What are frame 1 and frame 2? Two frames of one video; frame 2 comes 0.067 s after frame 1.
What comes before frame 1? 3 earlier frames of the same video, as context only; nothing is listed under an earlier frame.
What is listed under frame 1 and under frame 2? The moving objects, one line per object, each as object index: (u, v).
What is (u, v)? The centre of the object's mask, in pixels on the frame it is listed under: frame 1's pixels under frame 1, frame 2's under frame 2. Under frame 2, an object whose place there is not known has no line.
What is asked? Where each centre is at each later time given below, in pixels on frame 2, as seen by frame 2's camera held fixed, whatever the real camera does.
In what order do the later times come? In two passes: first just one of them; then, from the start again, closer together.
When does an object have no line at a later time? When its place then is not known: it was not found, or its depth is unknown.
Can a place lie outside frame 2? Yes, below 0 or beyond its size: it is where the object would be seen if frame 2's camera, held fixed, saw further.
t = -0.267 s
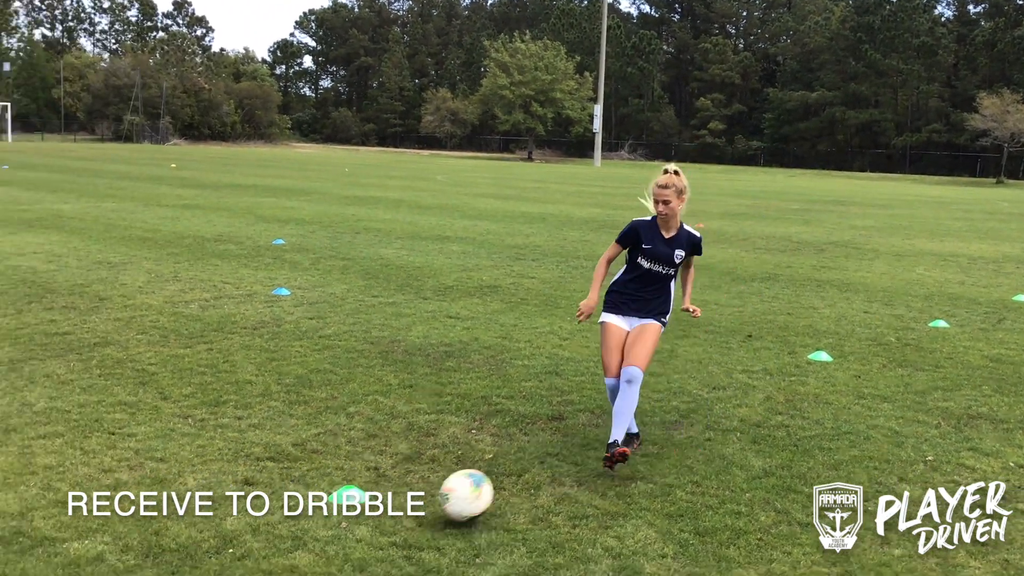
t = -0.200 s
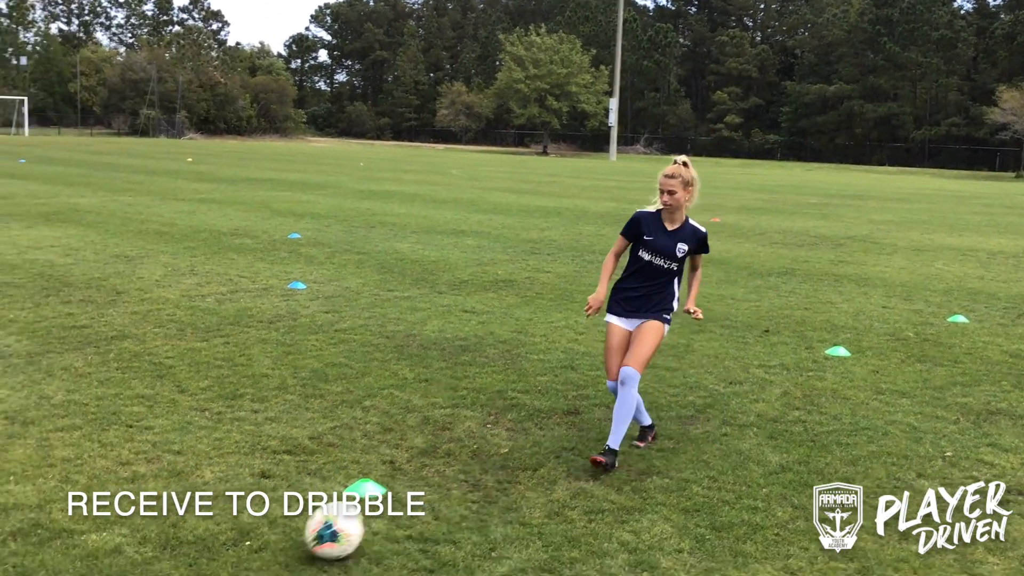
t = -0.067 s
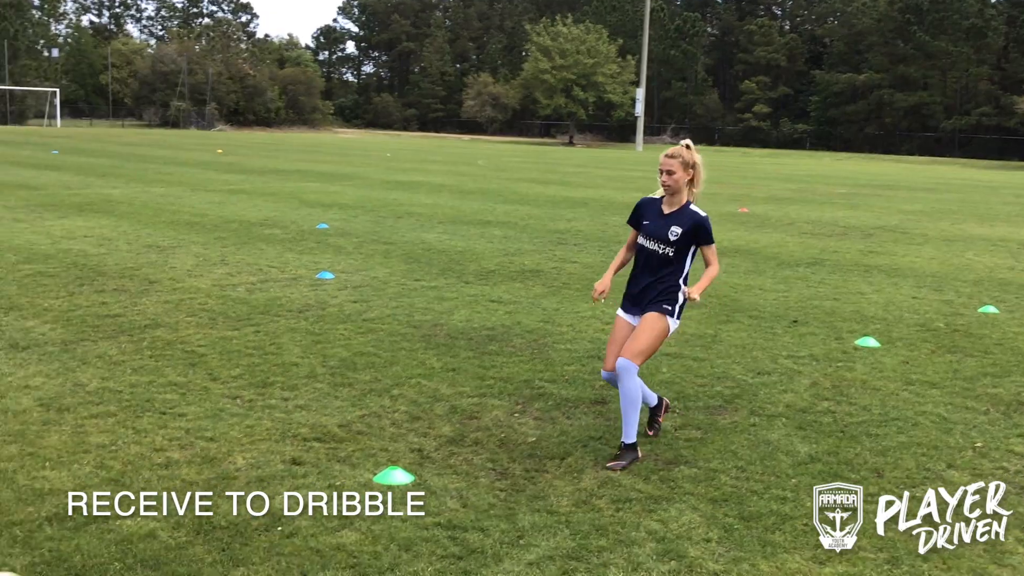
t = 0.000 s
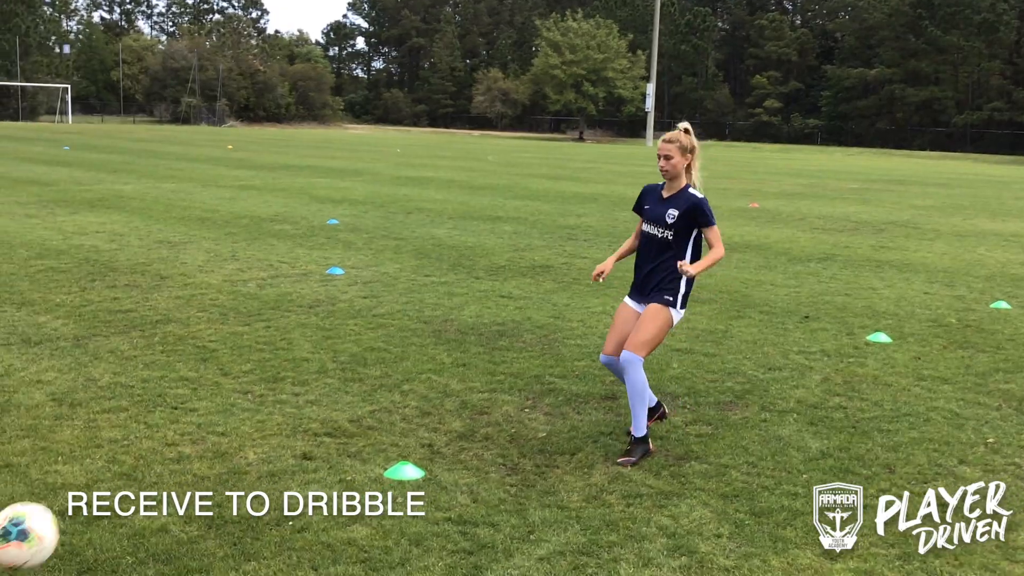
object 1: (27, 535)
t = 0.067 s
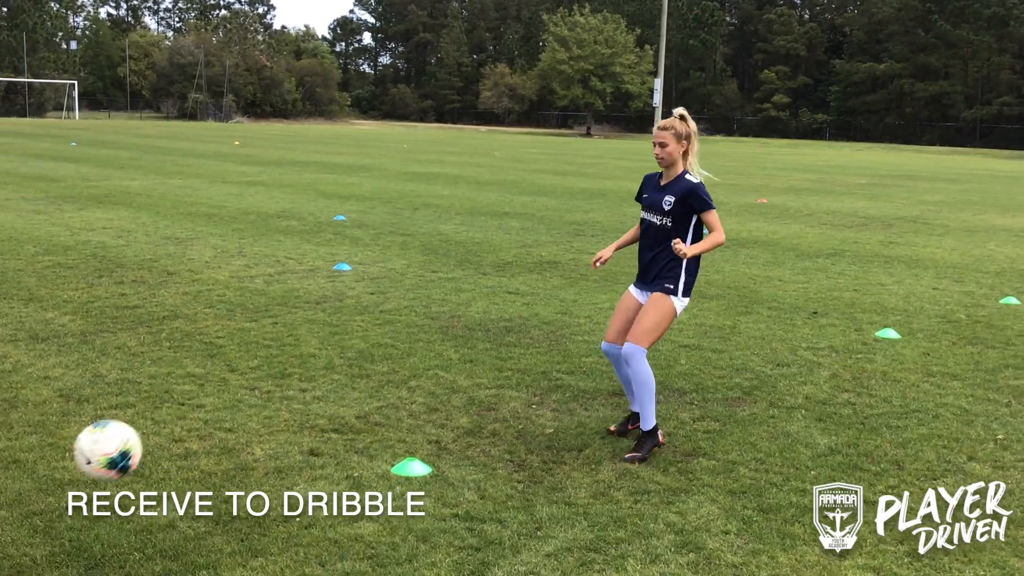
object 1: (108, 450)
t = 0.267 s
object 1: (289, 315)
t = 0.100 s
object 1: (143, 417)
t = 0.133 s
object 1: (175, 389)
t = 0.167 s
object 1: (207, 366)
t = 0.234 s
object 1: (263, 329)
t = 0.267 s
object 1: (289, 315)
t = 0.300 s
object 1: (313, 305)
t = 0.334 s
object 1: (335, 297)
